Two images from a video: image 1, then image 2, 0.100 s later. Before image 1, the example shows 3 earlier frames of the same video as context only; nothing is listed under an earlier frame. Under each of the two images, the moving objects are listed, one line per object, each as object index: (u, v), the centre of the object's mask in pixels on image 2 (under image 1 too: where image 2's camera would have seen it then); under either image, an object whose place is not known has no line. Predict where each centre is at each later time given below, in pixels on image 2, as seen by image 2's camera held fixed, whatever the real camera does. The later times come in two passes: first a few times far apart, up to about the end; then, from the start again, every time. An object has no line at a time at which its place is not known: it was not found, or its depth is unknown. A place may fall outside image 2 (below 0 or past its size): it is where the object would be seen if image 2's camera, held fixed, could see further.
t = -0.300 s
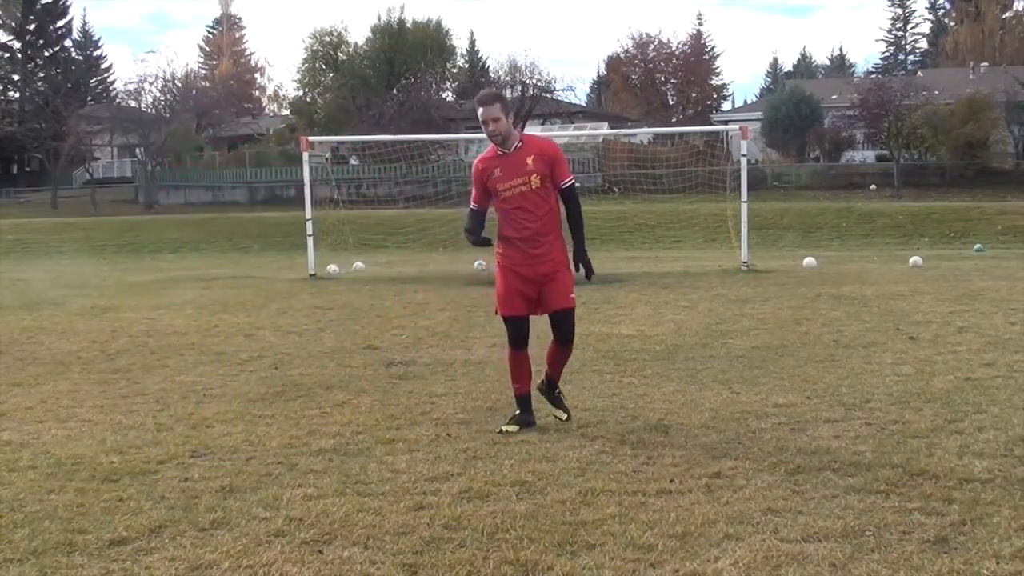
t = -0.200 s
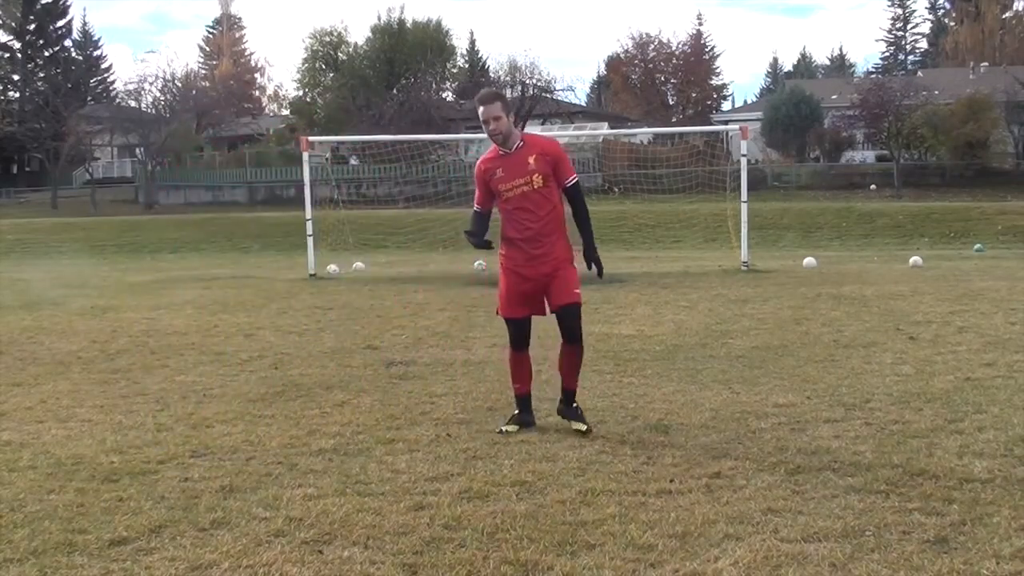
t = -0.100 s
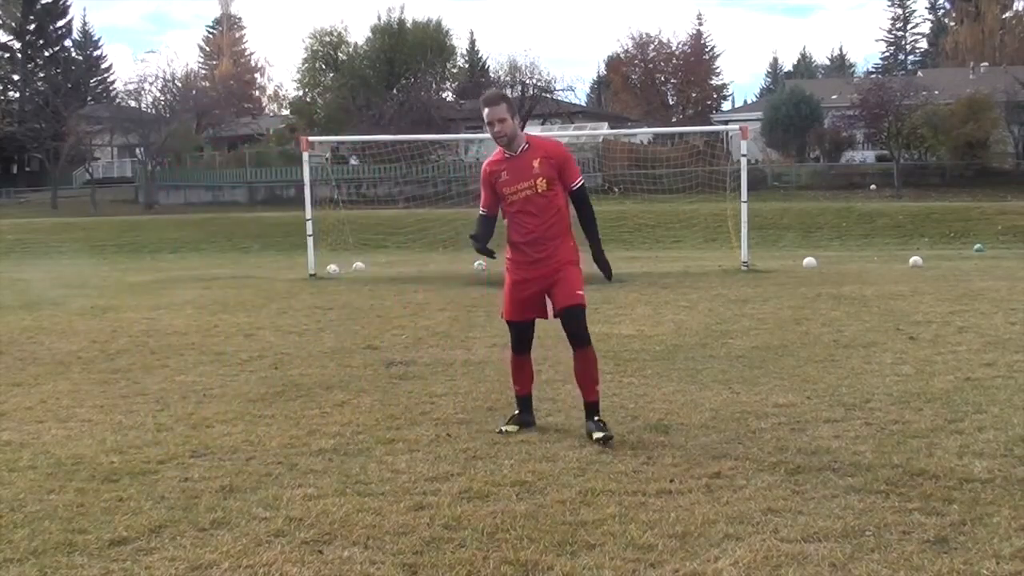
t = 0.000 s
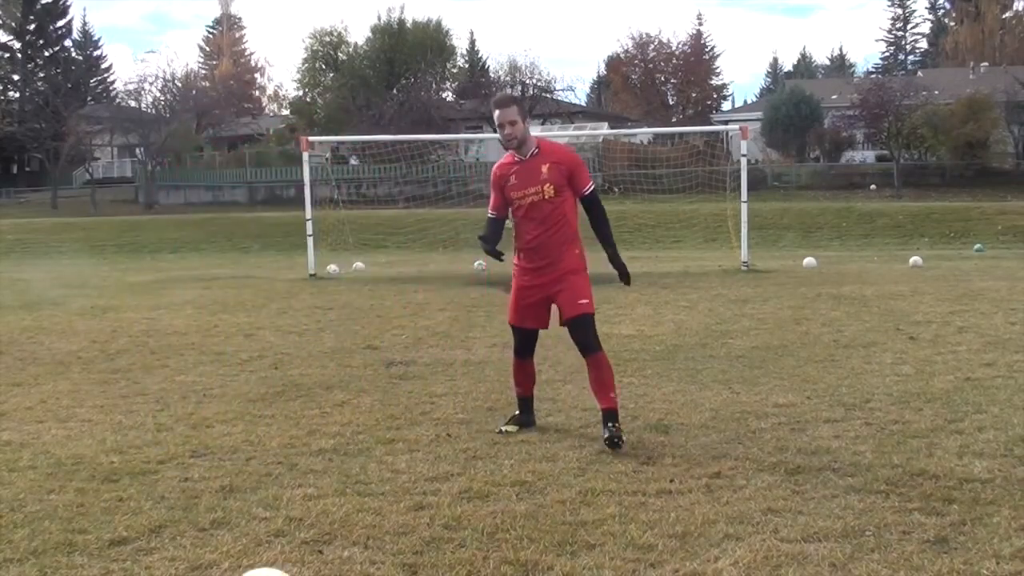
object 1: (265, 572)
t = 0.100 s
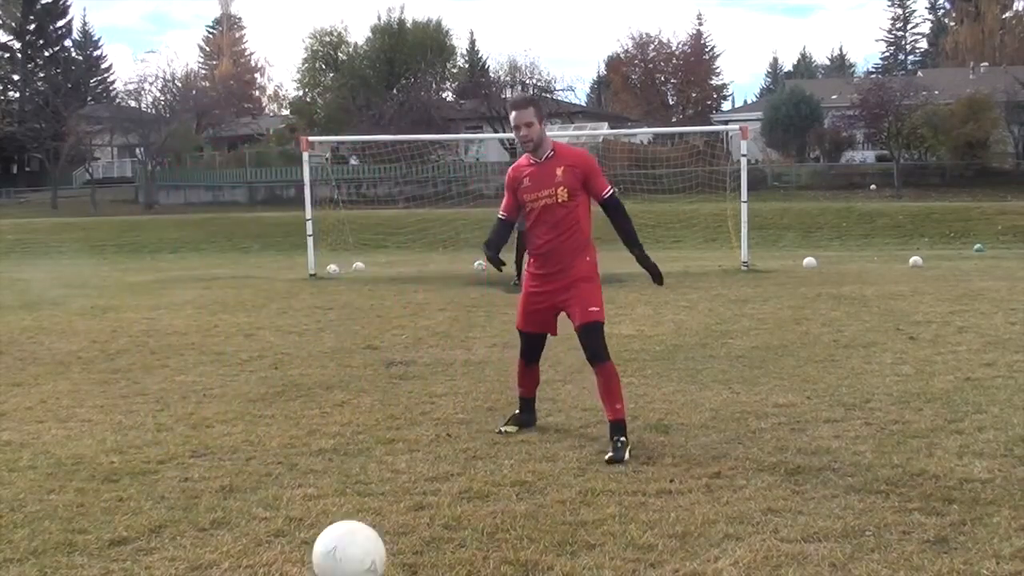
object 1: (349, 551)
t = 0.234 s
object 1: (422, 514)
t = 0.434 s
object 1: (495, 469)
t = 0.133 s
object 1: (371, 543)
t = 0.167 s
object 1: (390, 534)
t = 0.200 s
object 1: (407, 525)
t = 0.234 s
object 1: (422, 514)
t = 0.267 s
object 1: (436, 503)
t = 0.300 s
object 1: (450, 495)
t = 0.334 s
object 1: (462, 489)
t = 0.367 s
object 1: (474, 481)
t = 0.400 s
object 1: (485, 475)
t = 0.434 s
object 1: (495, 469)
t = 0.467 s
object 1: (505, 464)
